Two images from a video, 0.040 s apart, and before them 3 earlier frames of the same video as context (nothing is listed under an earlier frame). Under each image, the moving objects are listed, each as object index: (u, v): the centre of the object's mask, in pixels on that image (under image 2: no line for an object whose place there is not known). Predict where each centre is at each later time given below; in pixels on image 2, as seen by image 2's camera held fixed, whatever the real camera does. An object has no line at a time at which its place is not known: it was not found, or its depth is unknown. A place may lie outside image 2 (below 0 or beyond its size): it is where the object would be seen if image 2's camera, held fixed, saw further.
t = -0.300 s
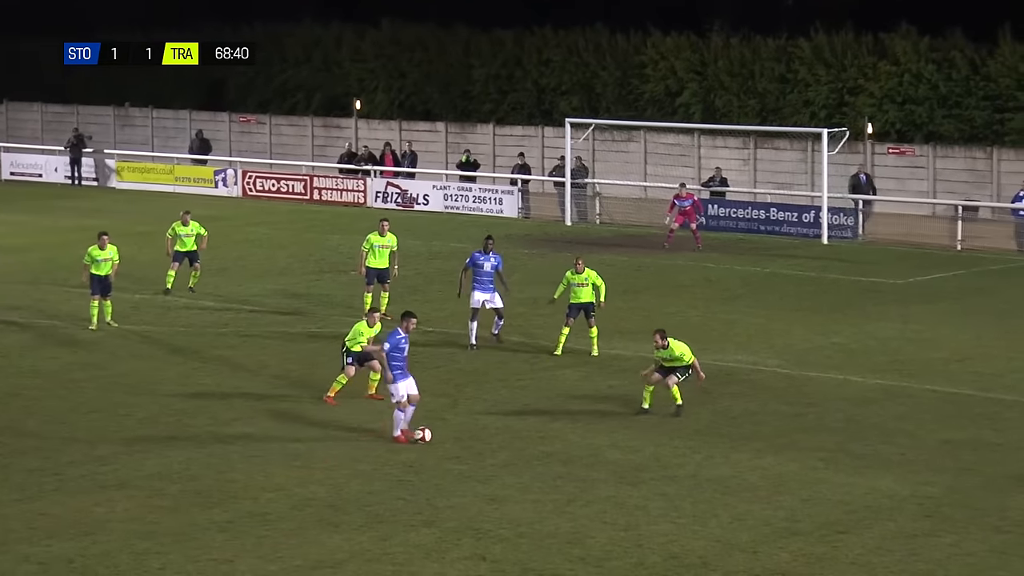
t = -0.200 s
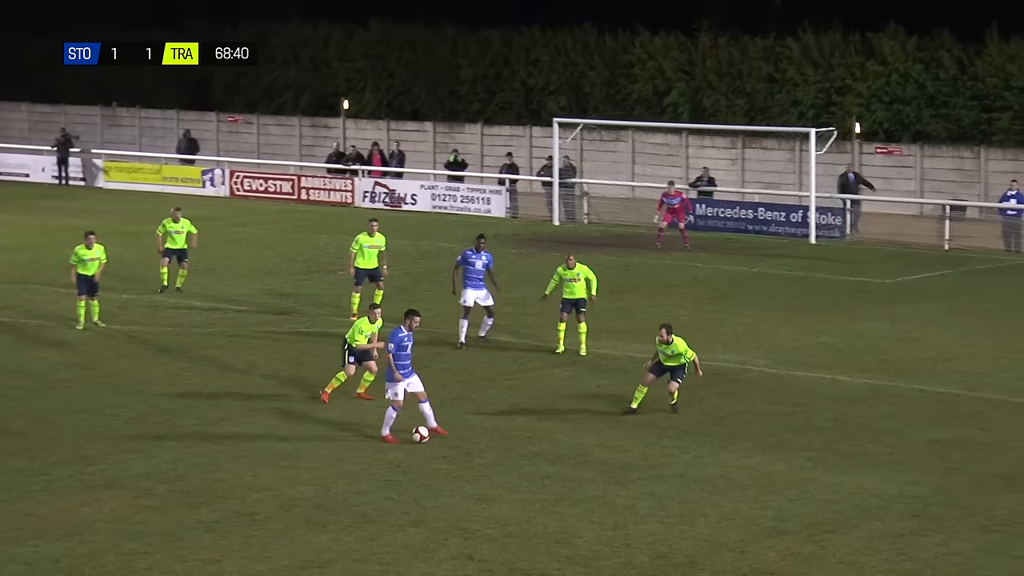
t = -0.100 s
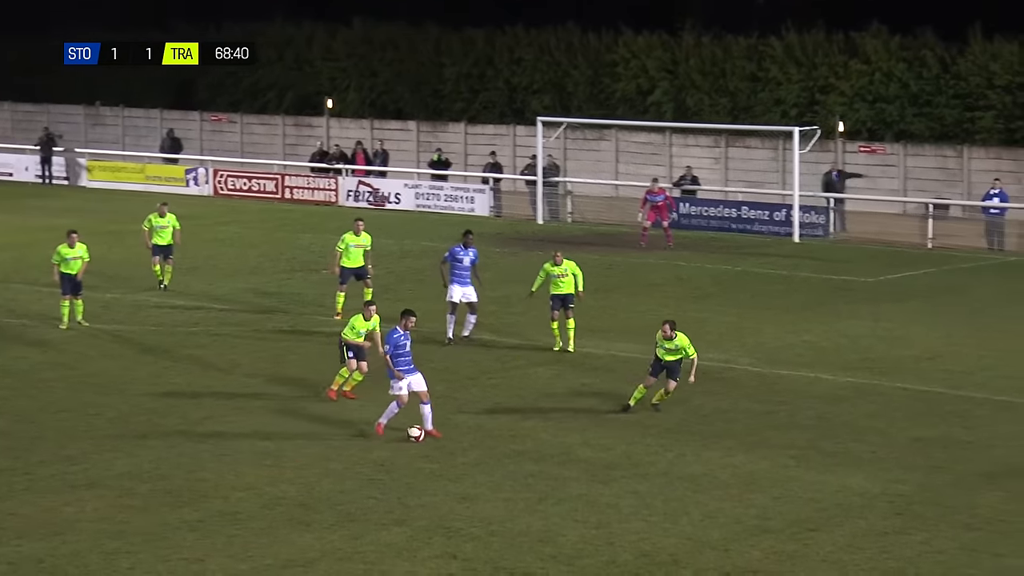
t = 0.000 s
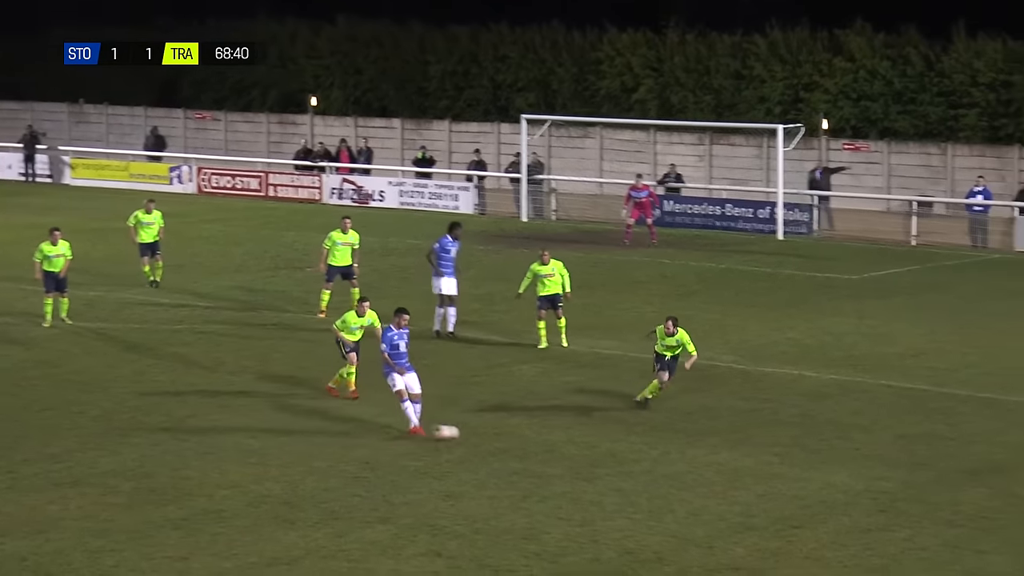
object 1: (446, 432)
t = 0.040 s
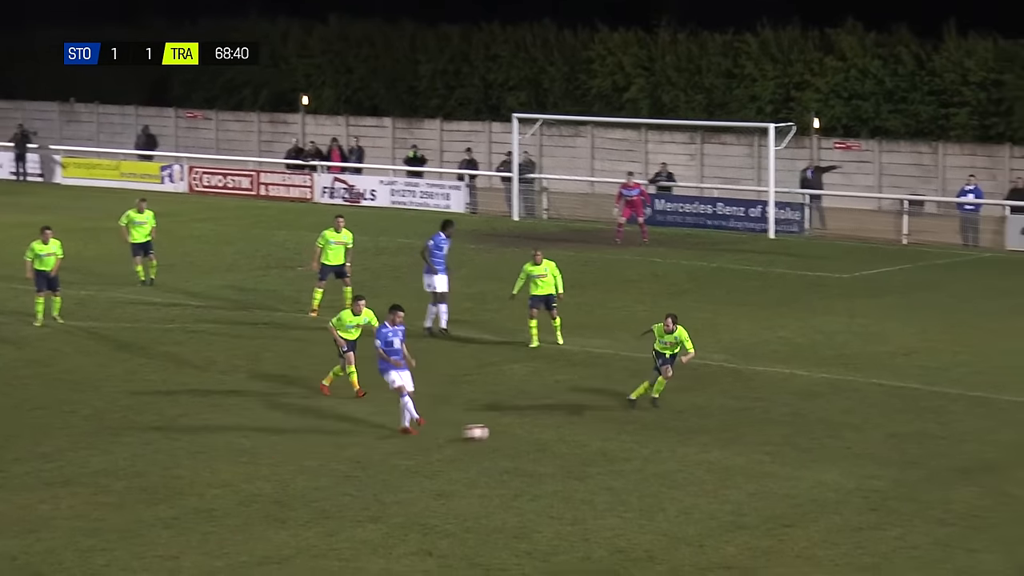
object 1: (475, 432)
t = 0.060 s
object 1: (494, 432)
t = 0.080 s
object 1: (513, 432)
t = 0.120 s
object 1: (552, 435)
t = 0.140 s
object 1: (572, 435)
